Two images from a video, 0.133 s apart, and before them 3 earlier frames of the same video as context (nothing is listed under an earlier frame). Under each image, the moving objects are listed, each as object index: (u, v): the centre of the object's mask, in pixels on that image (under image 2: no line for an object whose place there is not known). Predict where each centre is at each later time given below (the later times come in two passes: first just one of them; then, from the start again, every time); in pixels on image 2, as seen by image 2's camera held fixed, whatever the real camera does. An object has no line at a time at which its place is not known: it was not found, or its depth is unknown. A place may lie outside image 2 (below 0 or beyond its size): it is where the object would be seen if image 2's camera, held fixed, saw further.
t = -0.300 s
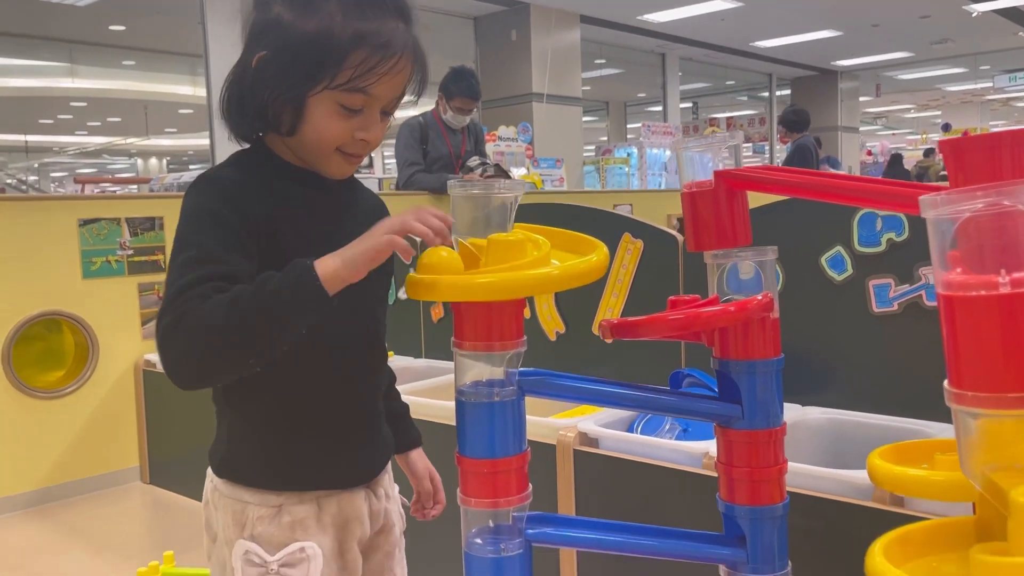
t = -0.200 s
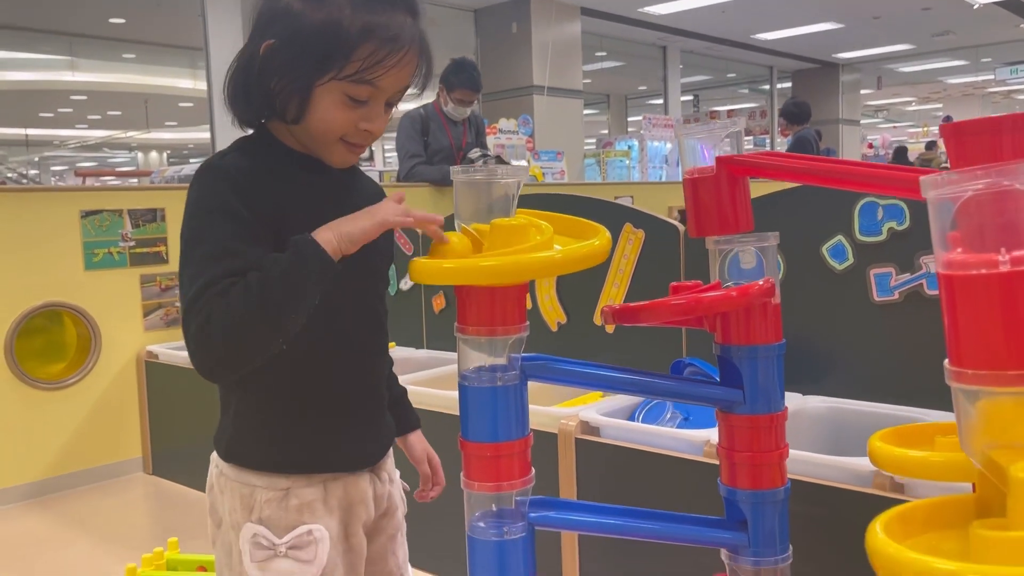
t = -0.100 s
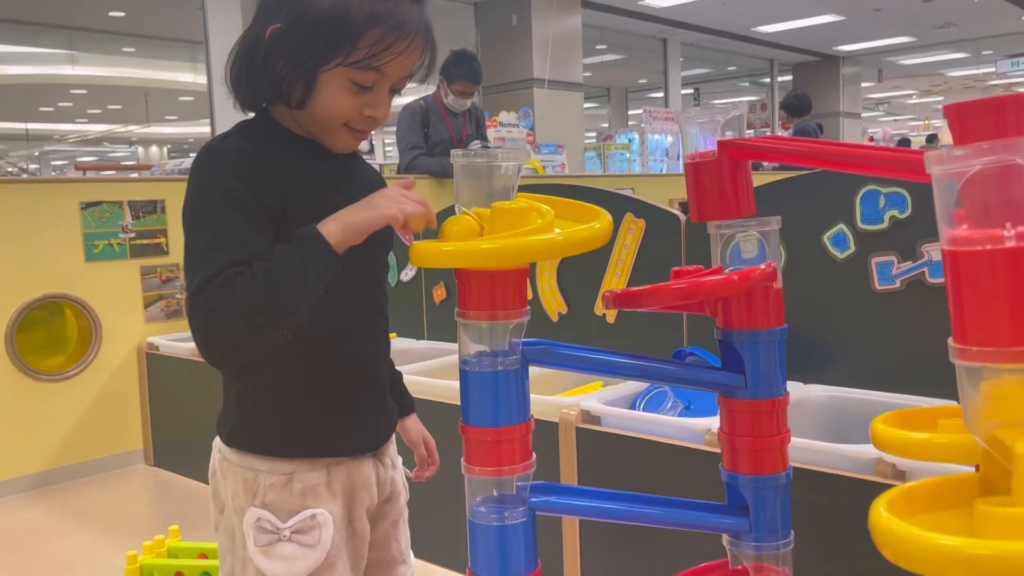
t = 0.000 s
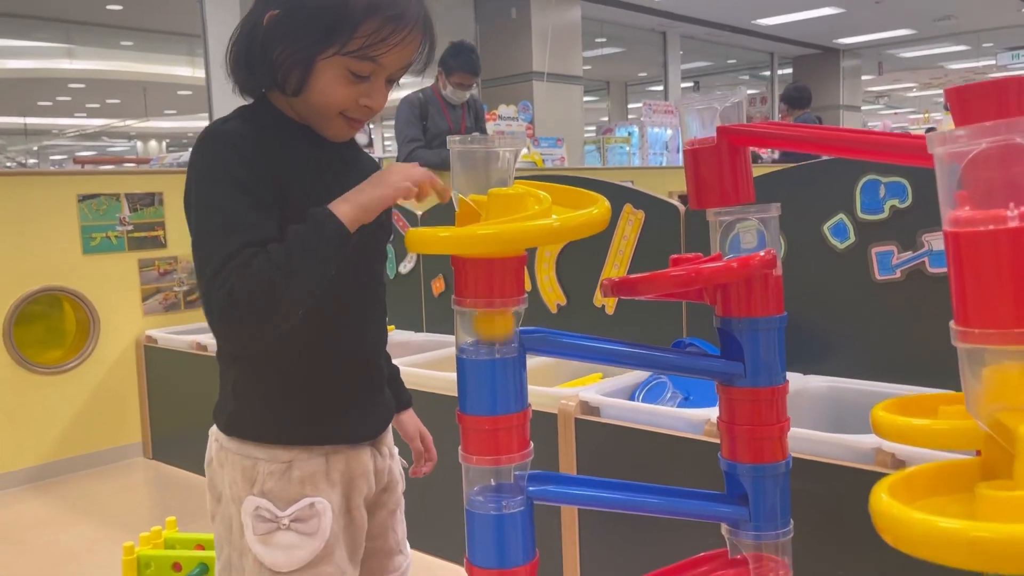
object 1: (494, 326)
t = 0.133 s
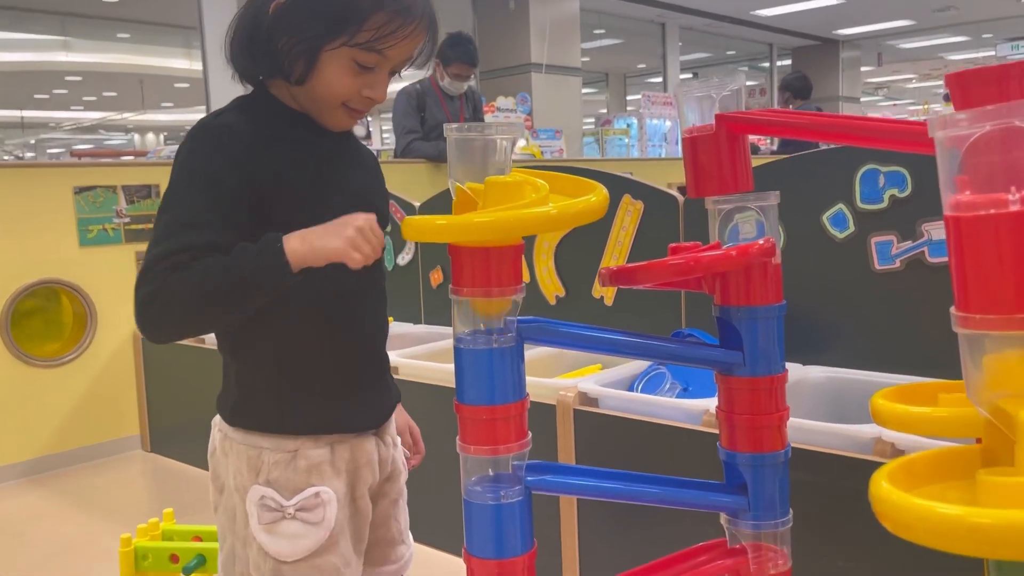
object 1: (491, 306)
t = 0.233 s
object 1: (505, 315)
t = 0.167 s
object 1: (501, 313)
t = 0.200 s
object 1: (501, 314)
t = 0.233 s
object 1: (505, 315)
